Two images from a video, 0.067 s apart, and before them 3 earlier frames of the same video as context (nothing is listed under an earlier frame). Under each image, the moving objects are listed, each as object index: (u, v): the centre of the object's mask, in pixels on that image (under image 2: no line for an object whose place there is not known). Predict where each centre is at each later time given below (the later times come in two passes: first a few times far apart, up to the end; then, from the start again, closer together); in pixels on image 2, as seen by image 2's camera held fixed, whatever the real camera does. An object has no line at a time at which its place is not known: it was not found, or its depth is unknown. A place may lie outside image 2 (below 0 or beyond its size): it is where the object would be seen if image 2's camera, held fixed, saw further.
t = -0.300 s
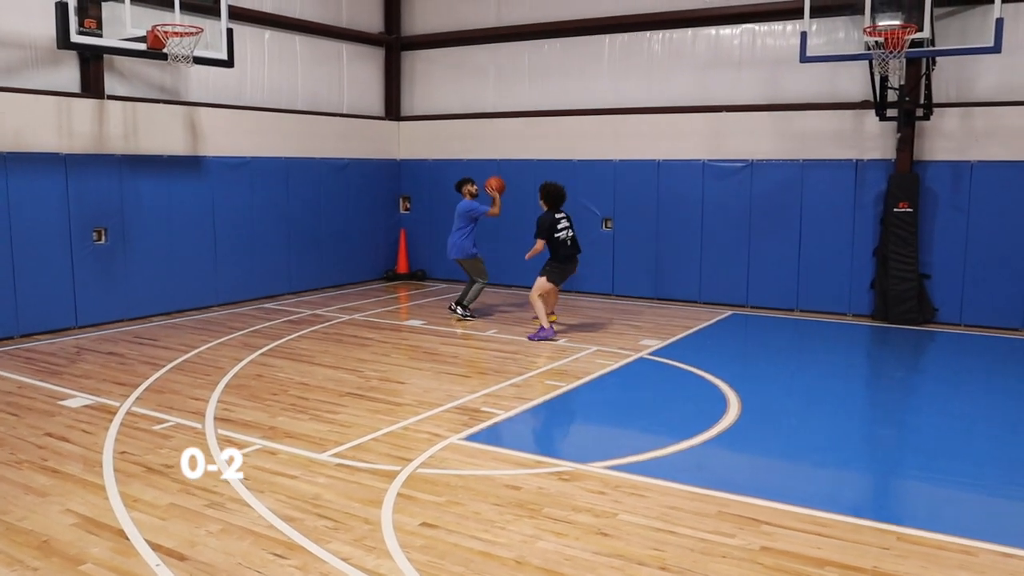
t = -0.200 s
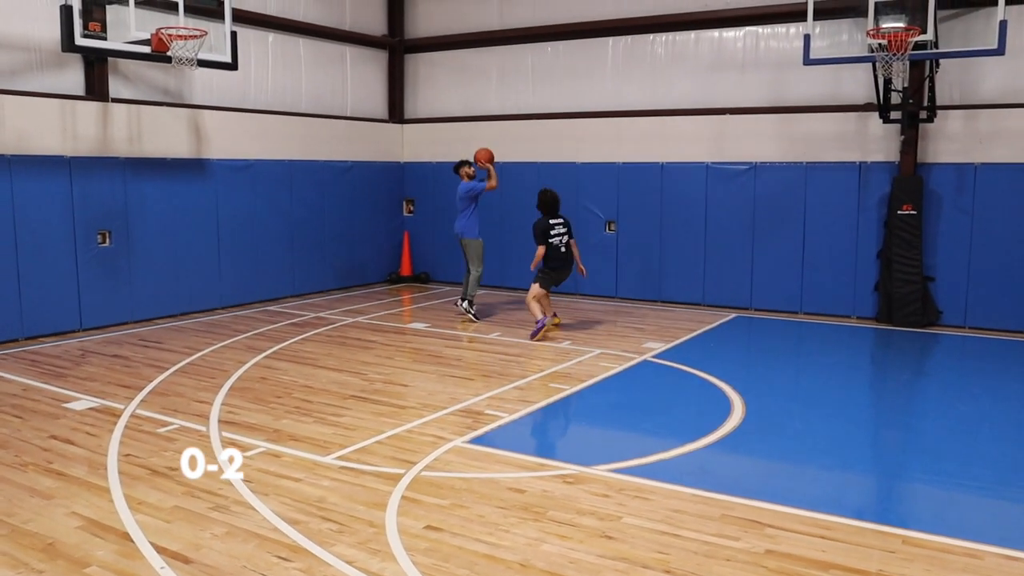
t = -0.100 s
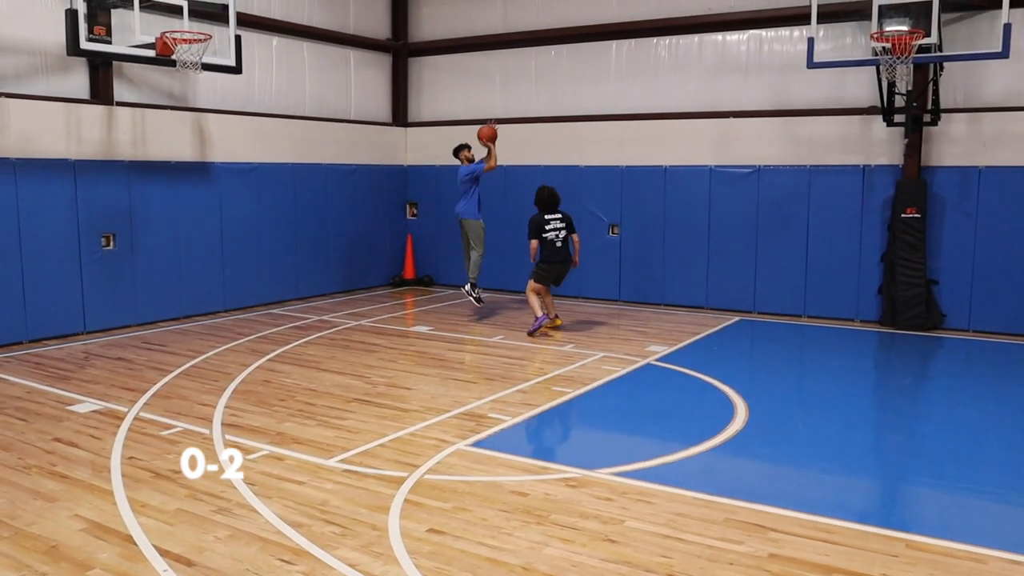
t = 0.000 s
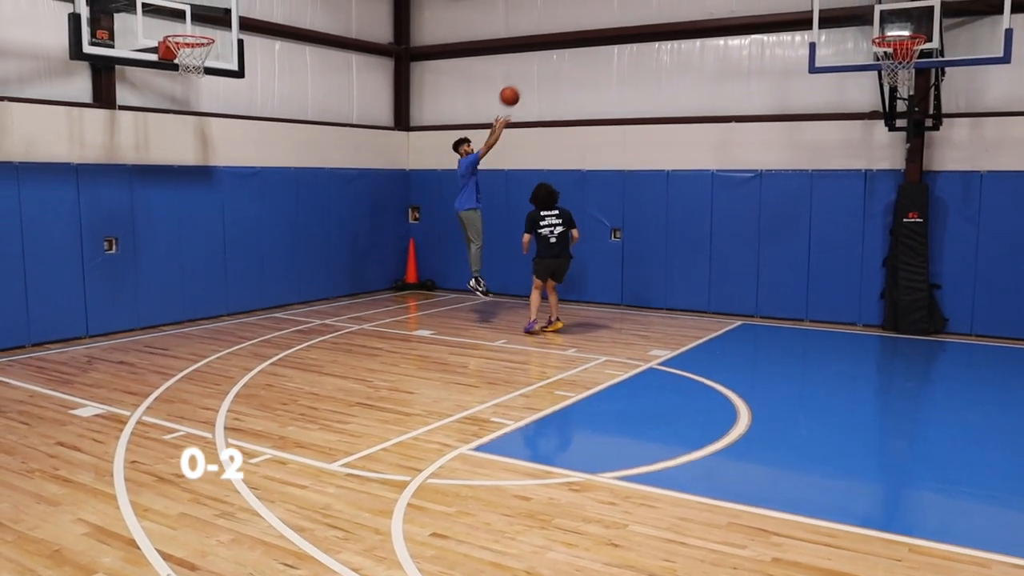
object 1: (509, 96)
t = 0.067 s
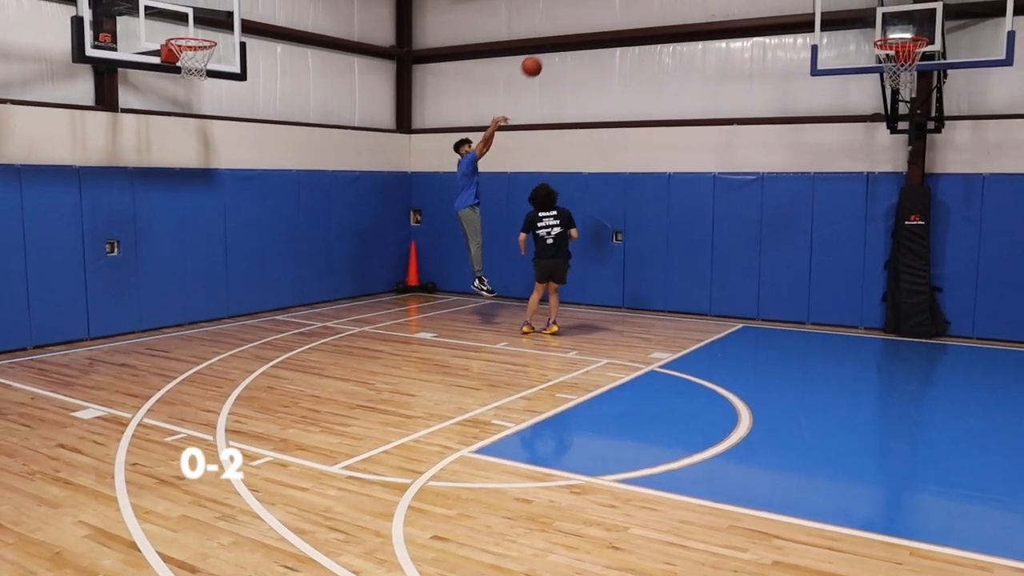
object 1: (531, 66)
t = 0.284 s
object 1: (600, -5)
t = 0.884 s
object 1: (801, -15)
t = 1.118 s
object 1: (819, 39)
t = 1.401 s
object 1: (827, 196)
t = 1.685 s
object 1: (830, 310)
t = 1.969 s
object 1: (821, 168)
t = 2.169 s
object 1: (810, 116)
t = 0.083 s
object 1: (537, 58)
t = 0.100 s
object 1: (542, 51)
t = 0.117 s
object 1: (547, 44)
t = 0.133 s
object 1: (552, 38)
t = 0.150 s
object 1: (557, 30)
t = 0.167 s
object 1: (562, 24)
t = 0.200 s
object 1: (573, 12)
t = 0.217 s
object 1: (579, 6)
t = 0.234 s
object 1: (584, 3)
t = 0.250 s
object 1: (589, 0)
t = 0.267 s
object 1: (595, -3)
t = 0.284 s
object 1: (600, -5)
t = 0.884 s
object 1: (801, -15)
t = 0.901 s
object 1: (808, -13)
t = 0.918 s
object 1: (811, -11)
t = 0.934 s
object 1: (812, -9)
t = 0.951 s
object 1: (813, -7)
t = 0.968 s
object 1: (814, -4)
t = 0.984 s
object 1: (814, 0)
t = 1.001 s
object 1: (815, 3)
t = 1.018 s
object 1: (815, 7)
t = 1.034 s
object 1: (816, 12)
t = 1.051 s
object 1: (817, 17)
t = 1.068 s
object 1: (817, 22)
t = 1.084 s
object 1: (818, 27)
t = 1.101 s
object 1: (818, 33)
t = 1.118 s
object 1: (819, 39)
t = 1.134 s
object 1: (819, 45)
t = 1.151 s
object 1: (819, 52)
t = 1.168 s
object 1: (820, 59)
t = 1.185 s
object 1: (820, 67)
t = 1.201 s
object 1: (821, 75)
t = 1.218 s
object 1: (821, 83)
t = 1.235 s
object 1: (822, 91)
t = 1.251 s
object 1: (822, 100)
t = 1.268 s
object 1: (823, 109)
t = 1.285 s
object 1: (823, 119)
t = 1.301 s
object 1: (824, 128)
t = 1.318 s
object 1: (824, 139)
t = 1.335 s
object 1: (825, 150)
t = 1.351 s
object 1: (825, 160)
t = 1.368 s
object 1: (826, 172)
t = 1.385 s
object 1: (826, 184)
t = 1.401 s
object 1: (827, 196)
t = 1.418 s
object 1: (827, 208)
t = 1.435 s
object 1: (828, 221)
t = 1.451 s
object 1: (828, 235)
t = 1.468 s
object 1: (829, 248)
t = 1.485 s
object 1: (829, 262)
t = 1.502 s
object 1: (830, 276)
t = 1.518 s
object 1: (830, 291)
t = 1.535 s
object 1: (831, 306)
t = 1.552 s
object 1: (831, 321)
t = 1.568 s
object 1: (831, 339)
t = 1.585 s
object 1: (832, 354)
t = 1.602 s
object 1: (832, 364)
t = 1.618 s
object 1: (831, 353)
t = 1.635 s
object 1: (831, 342)
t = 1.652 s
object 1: (831, 331)
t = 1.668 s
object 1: (830, 320)
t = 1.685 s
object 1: (830, 310)
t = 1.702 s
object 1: (830, 300)
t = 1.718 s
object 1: (829, 290)
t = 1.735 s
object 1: (829, 279)
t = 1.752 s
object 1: (829, 270)
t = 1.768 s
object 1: (828, 261)
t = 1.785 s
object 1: (827, 251)
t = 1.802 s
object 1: (827, 242)
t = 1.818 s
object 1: (826, 234)
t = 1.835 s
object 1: (826, 226)
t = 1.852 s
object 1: (825, 217)
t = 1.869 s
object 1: (824, 209)
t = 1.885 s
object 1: (824, 202)
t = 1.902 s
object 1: (823, 195)
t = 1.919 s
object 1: (822, 188)
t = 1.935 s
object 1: (822, 181)
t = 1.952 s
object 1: (821, 174)
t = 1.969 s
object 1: (821, 168)
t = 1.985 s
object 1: (820, 162)
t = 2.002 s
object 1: (820, 156)
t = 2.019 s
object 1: (819, 151)
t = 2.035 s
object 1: (818, 146)
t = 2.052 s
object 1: (818, 141)
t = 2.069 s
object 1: (816, 136)
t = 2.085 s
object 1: (815, 132)
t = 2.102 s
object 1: (814, 128)
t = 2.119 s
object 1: (813, 125)
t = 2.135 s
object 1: (812, 121)
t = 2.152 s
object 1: (811, 119)
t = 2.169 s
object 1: (810, 116)
